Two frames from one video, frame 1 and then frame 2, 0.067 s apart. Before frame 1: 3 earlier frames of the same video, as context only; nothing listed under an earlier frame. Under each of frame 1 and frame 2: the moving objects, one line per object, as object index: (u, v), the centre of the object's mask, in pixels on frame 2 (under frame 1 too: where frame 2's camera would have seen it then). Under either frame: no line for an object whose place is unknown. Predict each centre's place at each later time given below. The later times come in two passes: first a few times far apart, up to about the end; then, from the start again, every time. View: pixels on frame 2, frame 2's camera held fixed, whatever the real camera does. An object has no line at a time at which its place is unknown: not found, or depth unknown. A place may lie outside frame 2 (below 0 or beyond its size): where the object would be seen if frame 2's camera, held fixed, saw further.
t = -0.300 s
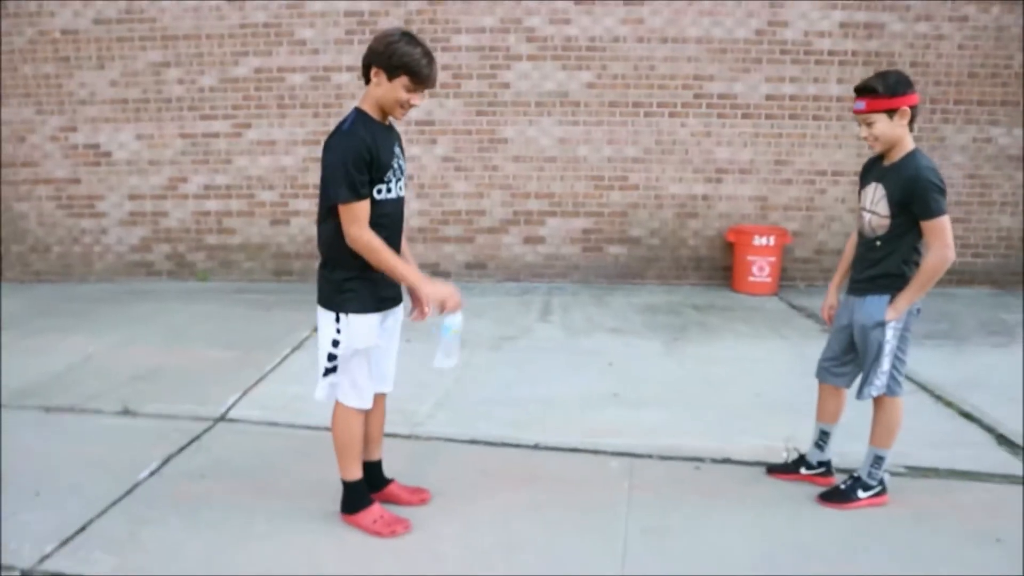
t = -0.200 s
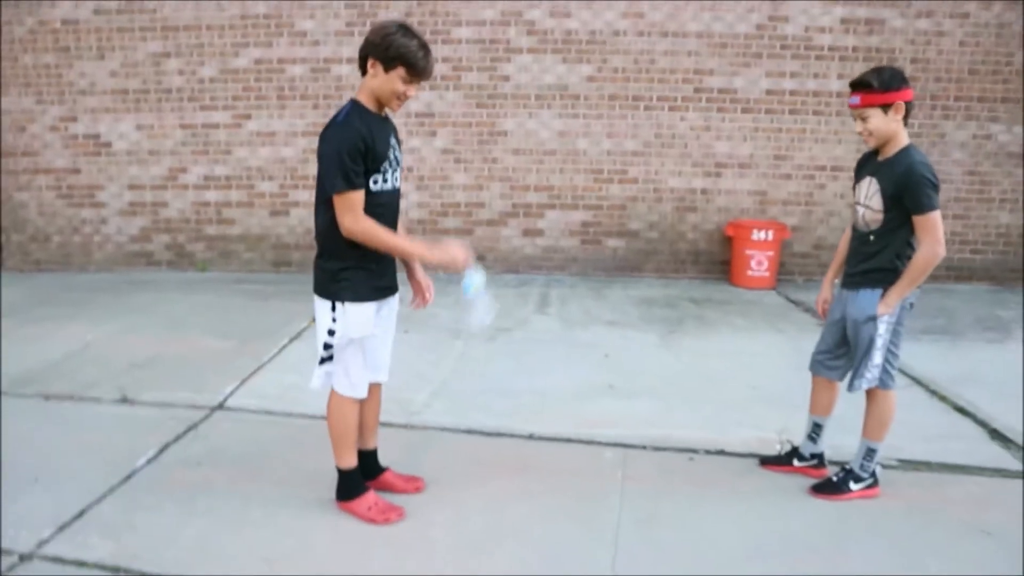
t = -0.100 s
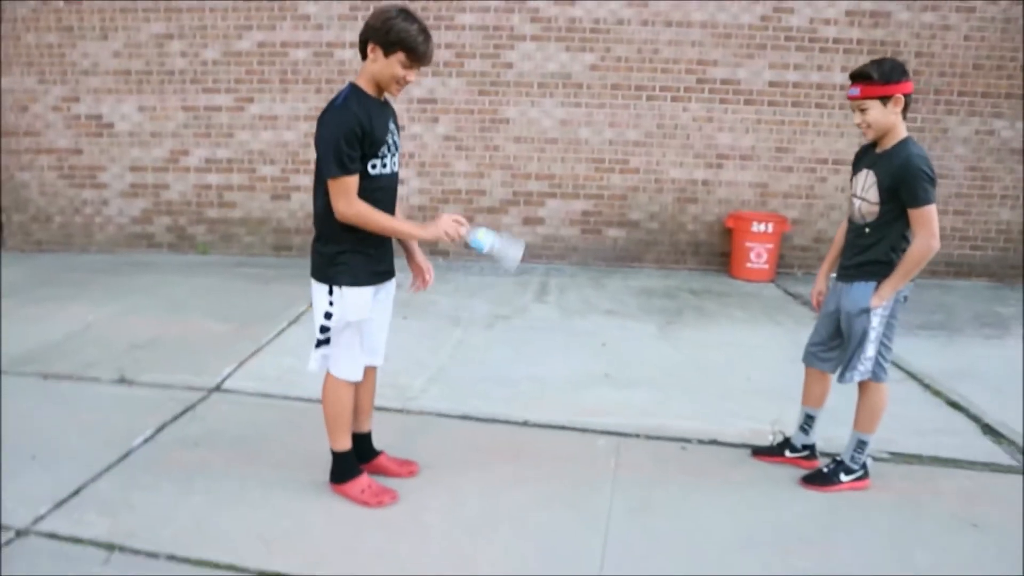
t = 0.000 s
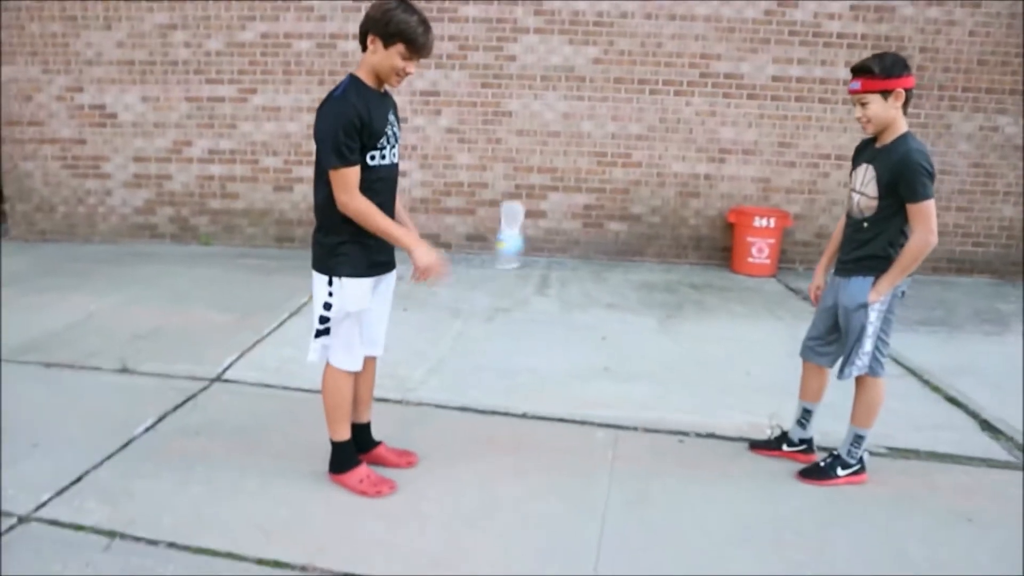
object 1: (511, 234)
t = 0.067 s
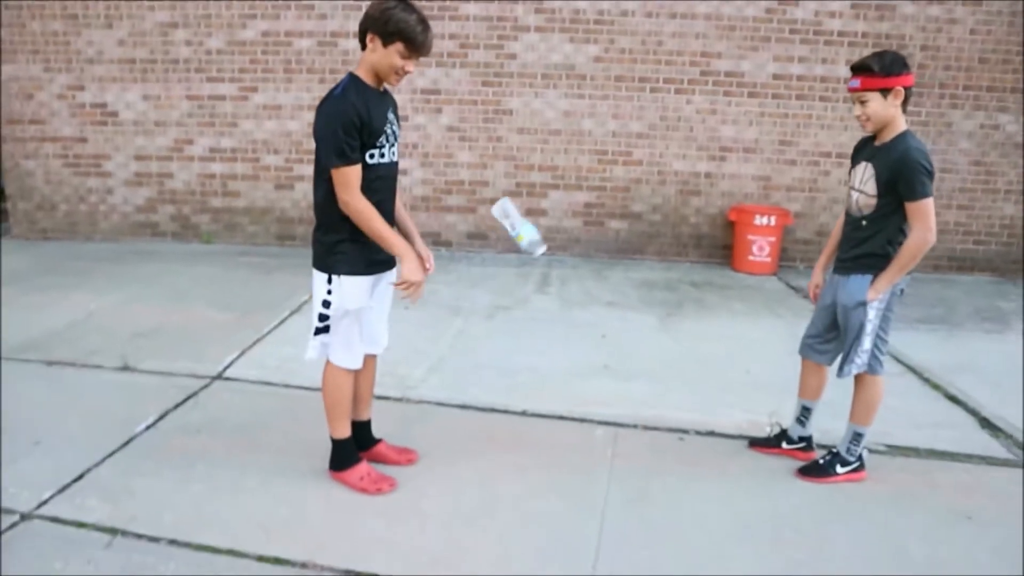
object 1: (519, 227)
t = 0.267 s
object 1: (519, 301)
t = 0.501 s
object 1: (509, 479)
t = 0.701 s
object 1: (522, 499)
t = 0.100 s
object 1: (518, 229)
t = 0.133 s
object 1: (517, 237)
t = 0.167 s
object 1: (516, 248)
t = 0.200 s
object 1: (516, 263)
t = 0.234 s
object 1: (511, 283)
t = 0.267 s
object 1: (519, 301)
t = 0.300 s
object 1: (517, 326)
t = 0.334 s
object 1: (510, 356)
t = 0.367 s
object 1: (505, 390)
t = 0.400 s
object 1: (502, 426)
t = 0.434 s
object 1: (502, 461)
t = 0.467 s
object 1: (505, 479)
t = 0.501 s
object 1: (509, 479)
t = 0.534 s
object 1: (512, 482)
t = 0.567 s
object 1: (516, 486)
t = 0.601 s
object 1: (520, 494)
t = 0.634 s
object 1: (522, 498)
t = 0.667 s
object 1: (522, 498)
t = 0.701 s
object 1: (522, 499)
